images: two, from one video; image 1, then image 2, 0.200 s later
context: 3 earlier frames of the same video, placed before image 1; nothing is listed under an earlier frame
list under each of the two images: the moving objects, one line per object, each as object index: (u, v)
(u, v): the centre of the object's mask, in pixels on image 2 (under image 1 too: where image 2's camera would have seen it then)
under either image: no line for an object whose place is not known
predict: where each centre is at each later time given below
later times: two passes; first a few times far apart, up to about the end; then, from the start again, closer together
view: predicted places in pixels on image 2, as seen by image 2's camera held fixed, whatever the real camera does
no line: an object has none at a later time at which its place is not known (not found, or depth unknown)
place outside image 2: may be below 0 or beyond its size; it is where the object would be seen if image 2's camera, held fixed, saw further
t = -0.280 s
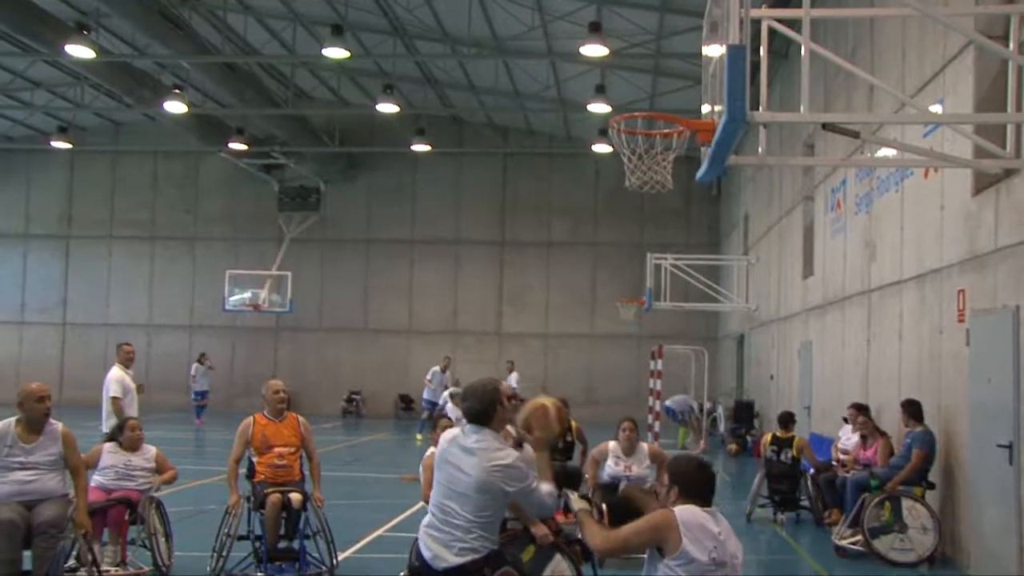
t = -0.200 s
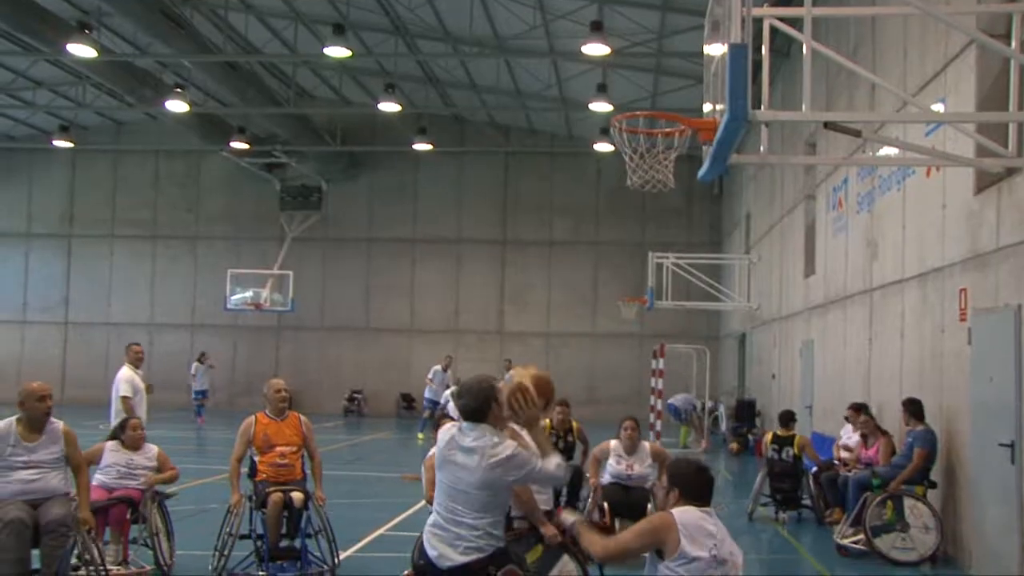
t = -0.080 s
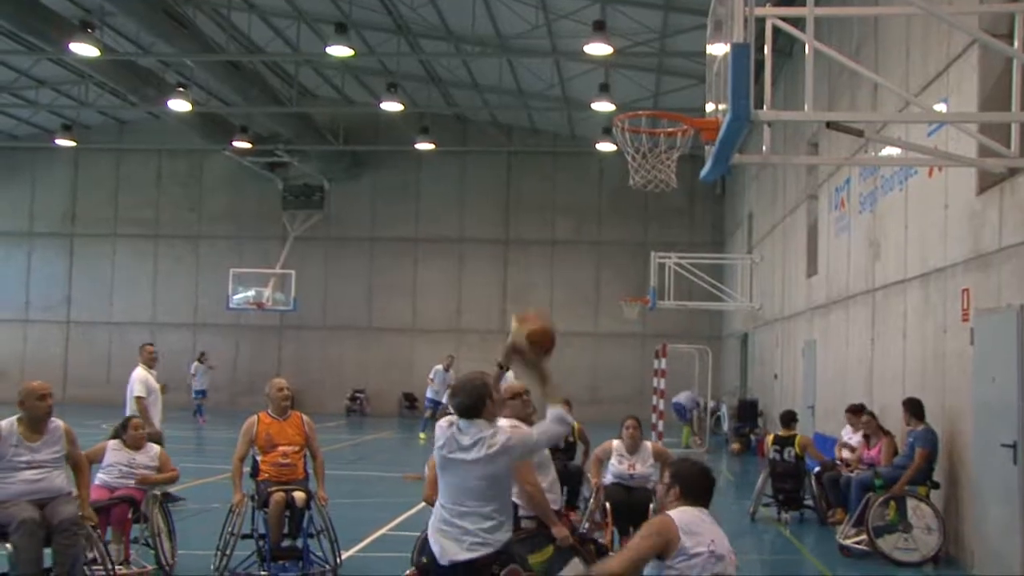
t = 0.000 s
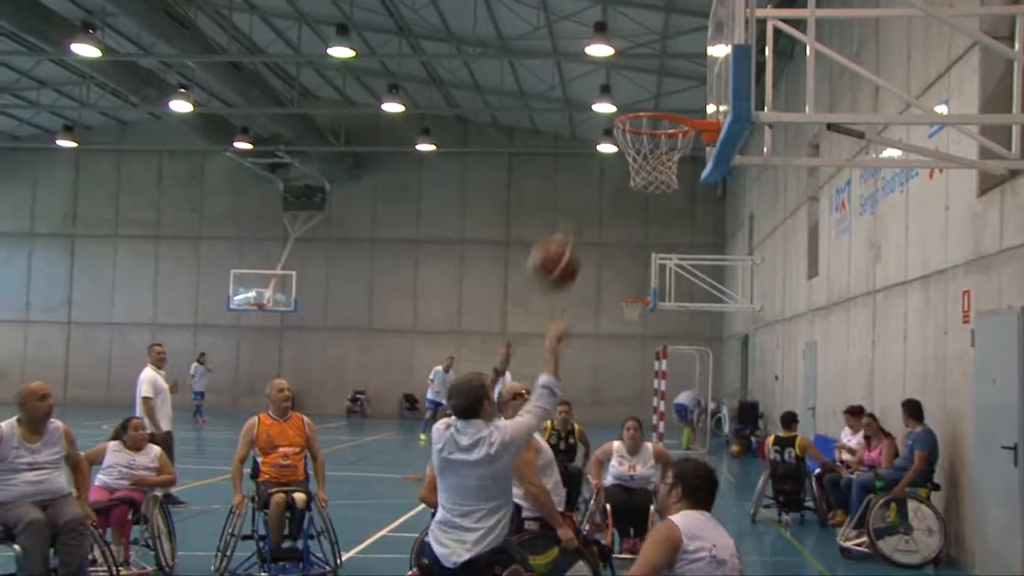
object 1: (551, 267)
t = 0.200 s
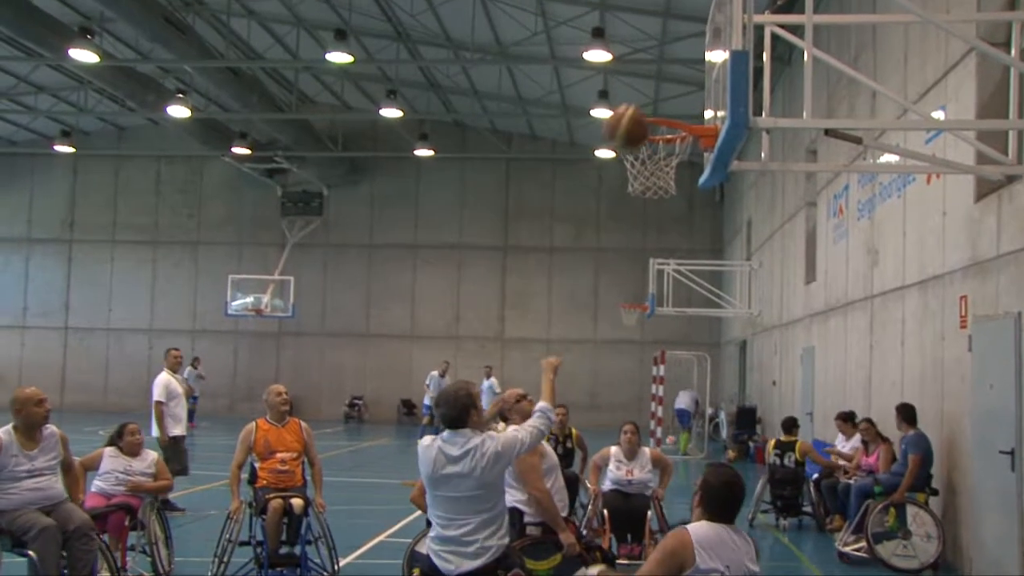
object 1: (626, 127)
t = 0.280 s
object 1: (652, 98)
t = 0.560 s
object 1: (678, 92)
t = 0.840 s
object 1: (625, 170)
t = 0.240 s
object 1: (638, 112)
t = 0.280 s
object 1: (652, 98)
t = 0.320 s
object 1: (665, 88)
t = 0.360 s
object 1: (676, 80)
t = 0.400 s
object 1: (687, 76)
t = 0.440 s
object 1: (698, 75)
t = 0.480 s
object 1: (699, 78)
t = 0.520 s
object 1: (688, 84)
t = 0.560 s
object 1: (678, 92)
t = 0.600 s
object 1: (667, 104)
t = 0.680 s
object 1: (654, 115)
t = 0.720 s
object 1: (645, 125)
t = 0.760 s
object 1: (640, 137)
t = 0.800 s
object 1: (633, 150)
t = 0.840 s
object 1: (625, 170)
